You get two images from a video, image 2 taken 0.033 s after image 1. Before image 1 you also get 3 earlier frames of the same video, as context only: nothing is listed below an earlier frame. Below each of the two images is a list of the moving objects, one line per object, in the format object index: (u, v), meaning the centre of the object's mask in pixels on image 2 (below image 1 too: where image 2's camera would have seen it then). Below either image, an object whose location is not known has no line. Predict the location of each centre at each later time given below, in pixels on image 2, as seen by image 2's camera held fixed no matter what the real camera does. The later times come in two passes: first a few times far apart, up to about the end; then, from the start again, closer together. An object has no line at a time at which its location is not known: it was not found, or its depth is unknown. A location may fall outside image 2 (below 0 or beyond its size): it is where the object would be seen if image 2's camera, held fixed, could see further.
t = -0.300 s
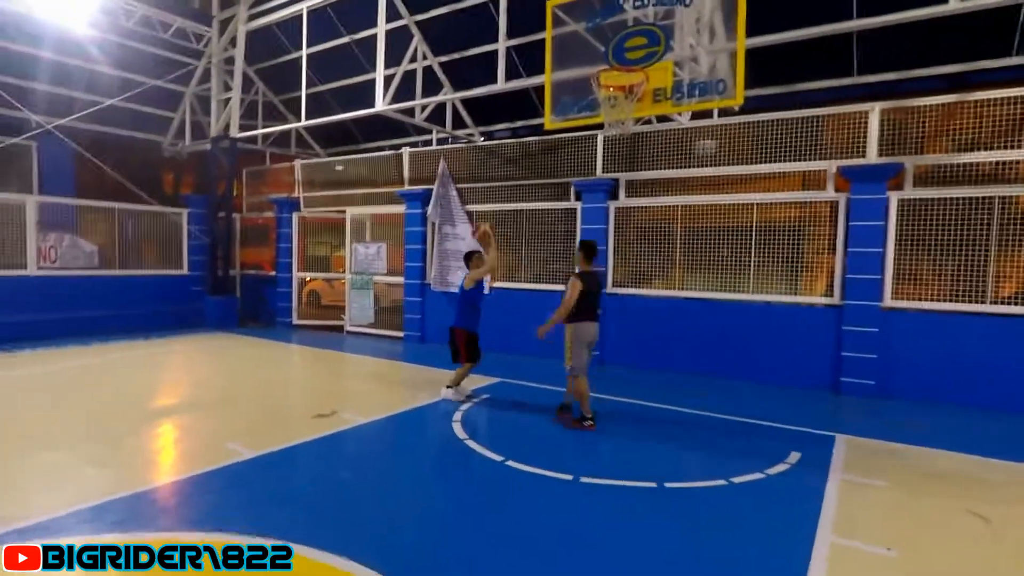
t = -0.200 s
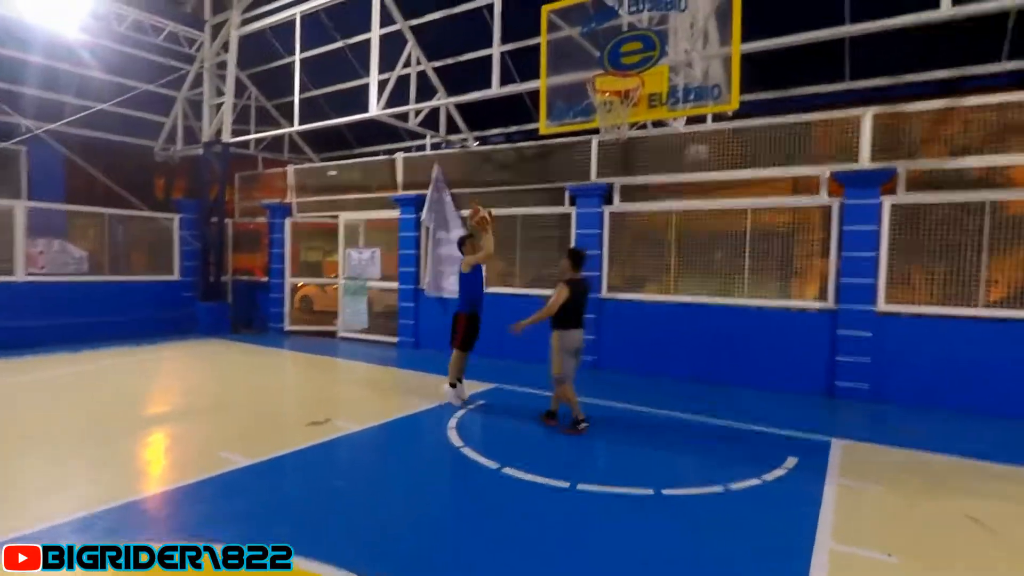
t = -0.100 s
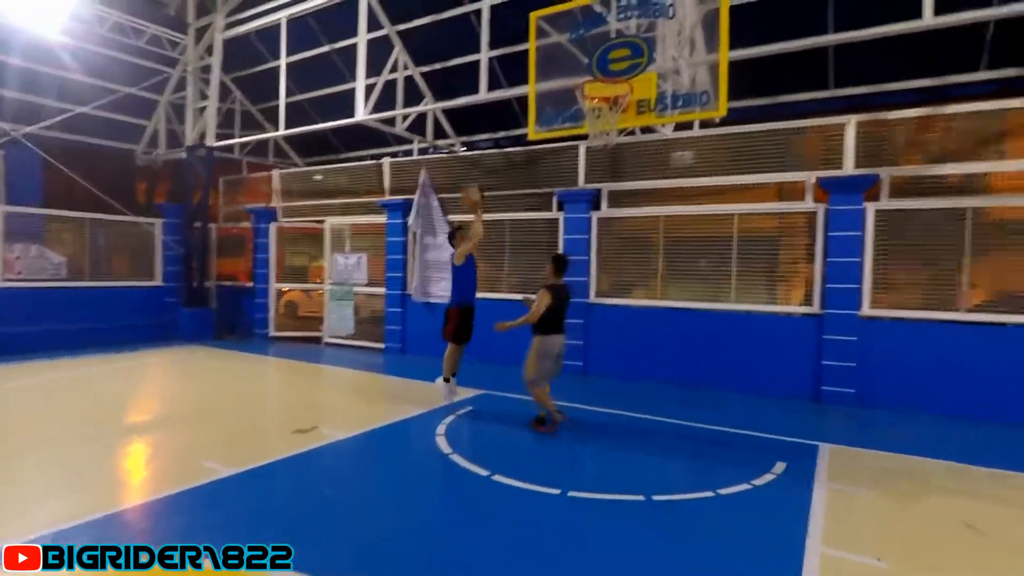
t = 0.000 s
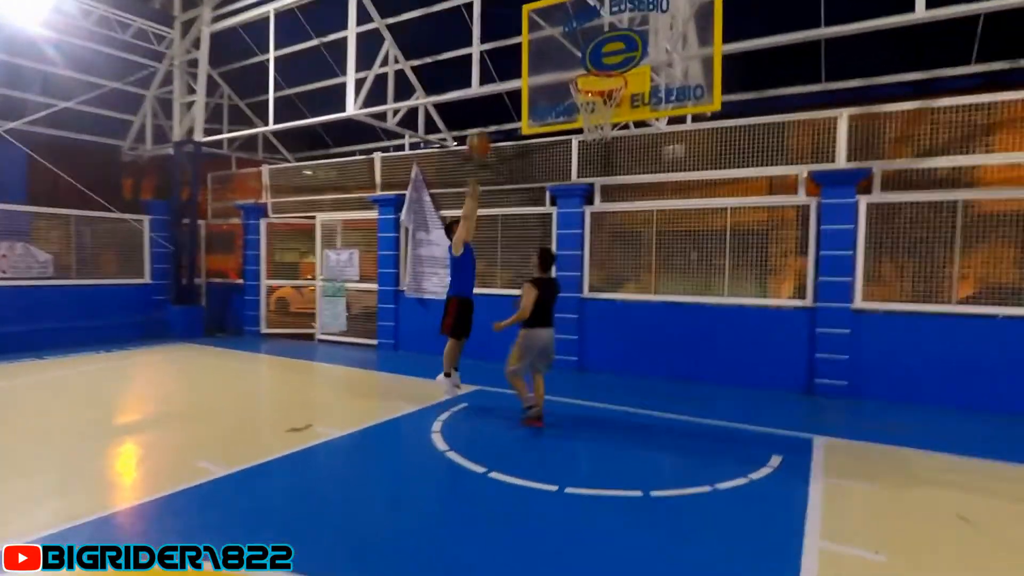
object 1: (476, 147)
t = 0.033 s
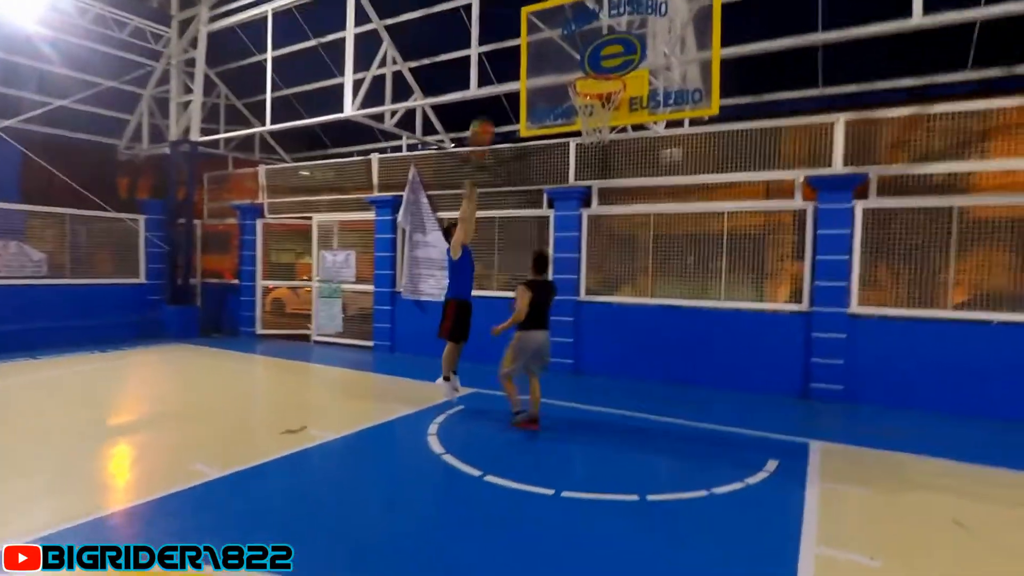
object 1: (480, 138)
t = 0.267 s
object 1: (518, 59)
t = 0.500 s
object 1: (558, 38)
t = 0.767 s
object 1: (612, 98)
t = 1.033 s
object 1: (612, 172)
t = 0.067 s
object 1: (486, 119)
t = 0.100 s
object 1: (491, 109)
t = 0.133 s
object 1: (498, 97)
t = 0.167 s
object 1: (503, 84)
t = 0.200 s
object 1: (508, 75)
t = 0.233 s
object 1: (513, 67)
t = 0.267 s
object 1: (518, 59)
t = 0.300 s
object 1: (525, 53)
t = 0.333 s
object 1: (530, 47)
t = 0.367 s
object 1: (535, 43)
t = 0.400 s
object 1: (541, 40)
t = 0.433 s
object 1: (547, 40)
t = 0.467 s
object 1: (551, 39)
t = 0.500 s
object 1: (558, 38)
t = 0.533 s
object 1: (565, 41)
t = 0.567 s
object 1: (569, 43)
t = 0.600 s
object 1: (576, 49)
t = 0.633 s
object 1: (583, 56)
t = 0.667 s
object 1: (589, 65)
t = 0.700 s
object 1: (597, 69)
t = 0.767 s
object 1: (612, 98)
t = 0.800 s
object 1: (610, 104)
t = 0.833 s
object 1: (613, 108)
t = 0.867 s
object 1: (607, 134)
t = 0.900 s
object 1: (613, 138)
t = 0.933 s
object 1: (608, 141)
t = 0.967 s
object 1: (610, 151)
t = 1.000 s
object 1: (611, 157)
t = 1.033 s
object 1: (612, 172)
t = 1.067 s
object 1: (611, 188)
